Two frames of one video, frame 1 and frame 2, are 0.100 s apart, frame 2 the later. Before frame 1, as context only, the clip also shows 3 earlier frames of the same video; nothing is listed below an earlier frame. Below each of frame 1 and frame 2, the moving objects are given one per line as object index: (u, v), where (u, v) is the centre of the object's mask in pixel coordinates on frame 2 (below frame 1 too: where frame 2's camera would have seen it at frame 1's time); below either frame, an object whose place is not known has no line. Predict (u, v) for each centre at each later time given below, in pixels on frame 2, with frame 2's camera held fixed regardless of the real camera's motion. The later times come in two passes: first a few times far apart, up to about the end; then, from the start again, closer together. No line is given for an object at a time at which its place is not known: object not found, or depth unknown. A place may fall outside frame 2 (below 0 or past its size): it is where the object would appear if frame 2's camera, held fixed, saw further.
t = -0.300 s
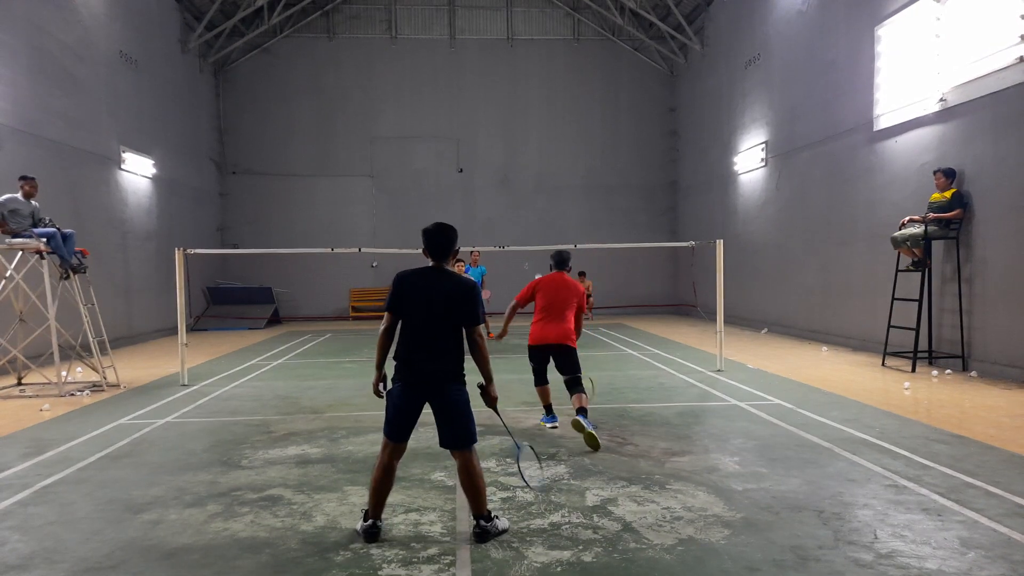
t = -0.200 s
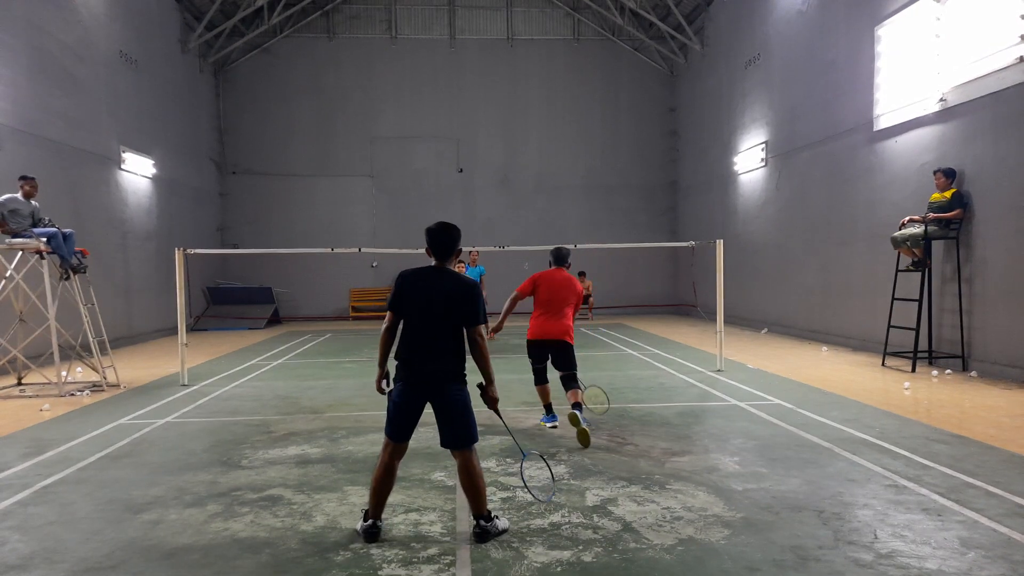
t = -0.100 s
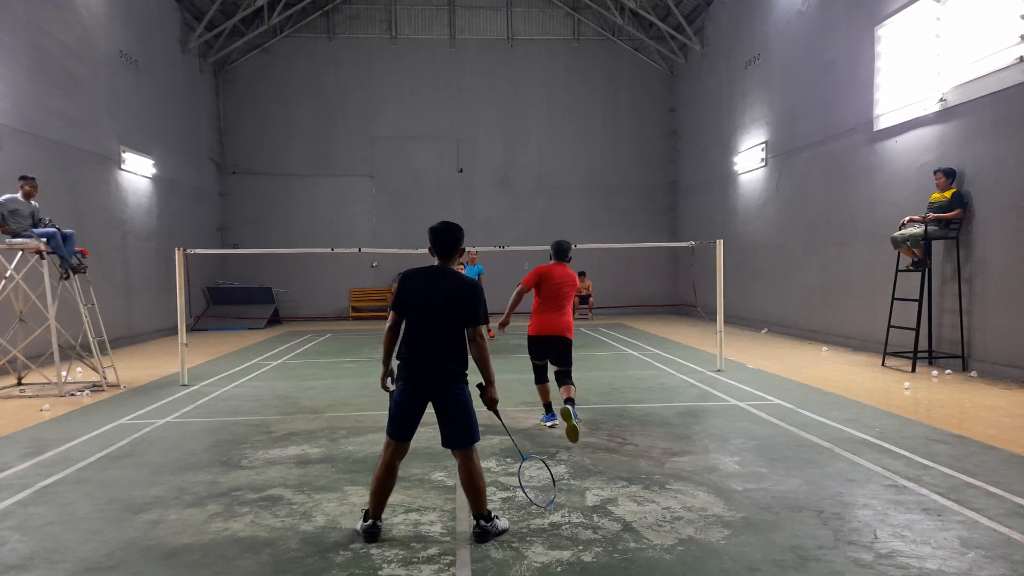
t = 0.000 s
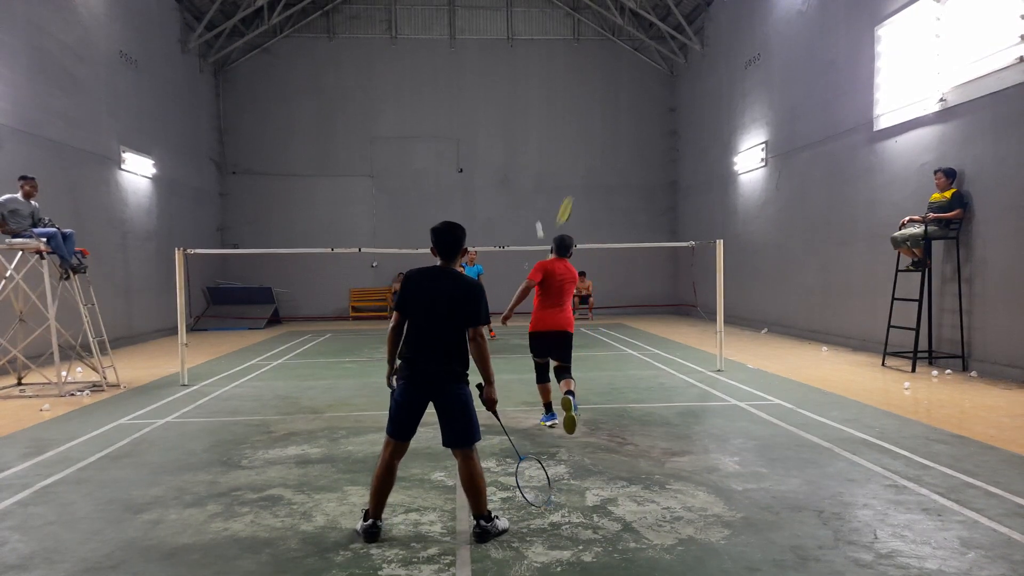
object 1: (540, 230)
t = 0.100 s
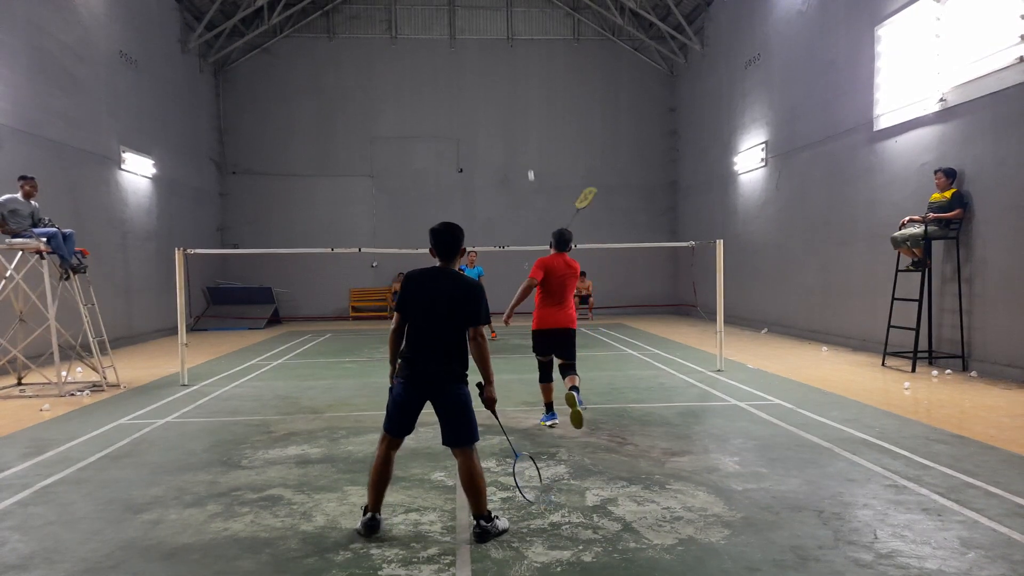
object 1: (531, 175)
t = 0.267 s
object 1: (523, 137)
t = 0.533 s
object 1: (517, 132)
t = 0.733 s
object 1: (517, 154)
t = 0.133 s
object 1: (529, 164)
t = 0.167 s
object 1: (527, 155)
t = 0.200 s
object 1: (526, 147)
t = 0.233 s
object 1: (525, 142)
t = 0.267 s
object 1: (523, 137)
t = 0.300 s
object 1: (522, 134)
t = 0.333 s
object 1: (521, 131)
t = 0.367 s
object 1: (520, 130)
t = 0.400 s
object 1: (520, 128)
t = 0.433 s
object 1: (519, 128)
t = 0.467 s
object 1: (519, 129)
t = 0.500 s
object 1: (518, 130)
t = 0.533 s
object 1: (517, 132)
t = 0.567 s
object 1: (517, 134)
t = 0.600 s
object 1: (517, 137)
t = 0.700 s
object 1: (516, 150)
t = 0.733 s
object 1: (517, 154)
